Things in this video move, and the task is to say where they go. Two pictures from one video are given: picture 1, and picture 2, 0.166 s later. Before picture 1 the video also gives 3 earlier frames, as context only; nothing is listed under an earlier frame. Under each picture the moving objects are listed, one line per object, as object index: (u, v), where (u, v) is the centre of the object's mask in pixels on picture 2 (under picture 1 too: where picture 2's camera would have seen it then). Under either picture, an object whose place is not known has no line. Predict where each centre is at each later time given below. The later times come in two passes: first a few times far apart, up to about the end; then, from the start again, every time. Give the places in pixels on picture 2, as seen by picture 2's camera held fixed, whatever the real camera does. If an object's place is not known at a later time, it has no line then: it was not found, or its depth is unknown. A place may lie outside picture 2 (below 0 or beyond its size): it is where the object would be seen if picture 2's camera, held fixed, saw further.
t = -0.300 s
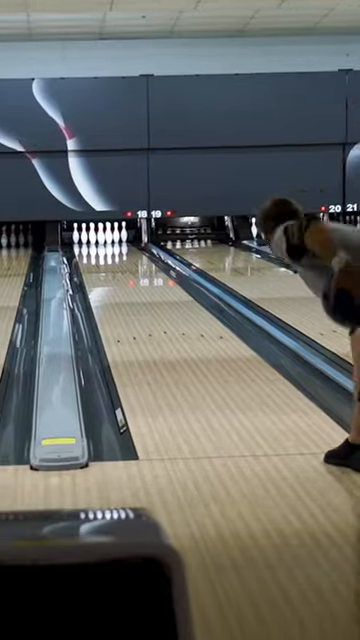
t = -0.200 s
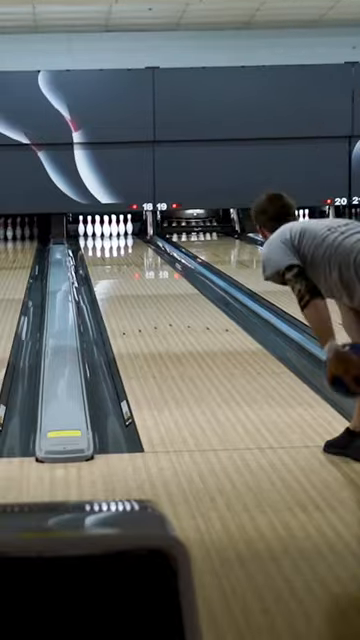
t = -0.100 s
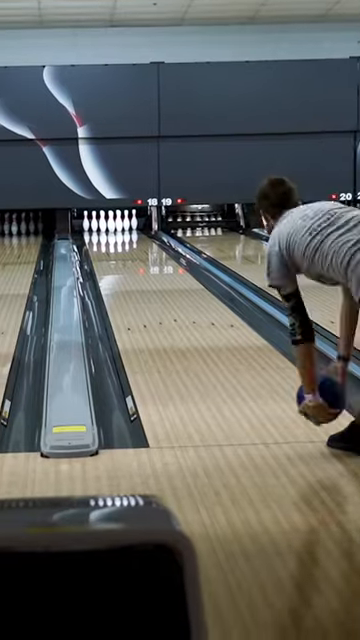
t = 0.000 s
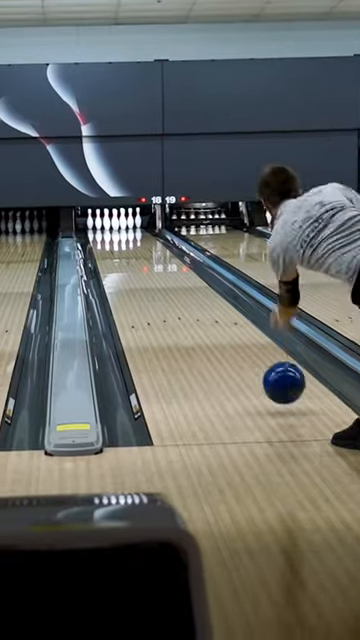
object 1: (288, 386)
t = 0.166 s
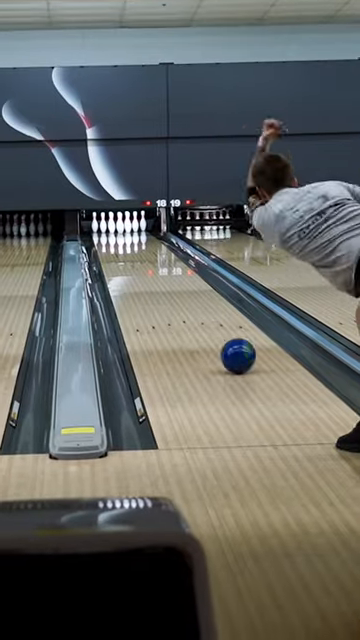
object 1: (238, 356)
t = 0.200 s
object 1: (230, 349)
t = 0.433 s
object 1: (187, 314)
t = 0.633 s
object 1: (162, 293)
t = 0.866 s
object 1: (141, 275)
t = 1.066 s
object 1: (128, 264)
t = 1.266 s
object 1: (118, 254)
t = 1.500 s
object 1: (110, 245)
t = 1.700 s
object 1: (106, 239)
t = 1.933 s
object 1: (108, 233)
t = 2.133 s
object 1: (113, 229)
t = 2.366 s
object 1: (109, 227)
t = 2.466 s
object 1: (106, 227)
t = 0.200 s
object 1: (230, 349)
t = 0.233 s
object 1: (222, 343)
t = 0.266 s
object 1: (216, 338)
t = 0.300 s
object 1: (209, 332)
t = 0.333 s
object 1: (203, 328)
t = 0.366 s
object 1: (197, 323)
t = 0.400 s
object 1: (192, 318)
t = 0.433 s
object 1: (187, 314)
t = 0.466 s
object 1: (182, 310)
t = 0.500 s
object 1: (178, 306)
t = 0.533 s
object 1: (173, 303)
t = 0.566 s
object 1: (169, 300)
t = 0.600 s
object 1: (166, 296)
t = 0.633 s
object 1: (162, 293)
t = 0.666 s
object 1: (158, 290)
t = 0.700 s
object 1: (155, 288)
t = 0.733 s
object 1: (152, 285)
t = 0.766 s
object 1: (149, 283)
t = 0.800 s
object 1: (146, 280)
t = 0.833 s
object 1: (144, 278)
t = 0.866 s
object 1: (141, 275)
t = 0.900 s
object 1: (138, 273)
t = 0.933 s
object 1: (136, 271)
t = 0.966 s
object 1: (134, 269)
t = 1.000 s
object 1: (132, 267)
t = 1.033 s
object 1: (130, 265)
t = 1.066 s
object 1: (128, 264)
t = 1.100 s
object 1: (126, 262)
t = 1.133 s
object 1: (124, 260)
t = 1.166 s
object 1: (122, 259)
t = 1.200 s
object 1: (121, 257)
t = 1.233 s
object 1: (119, 256)
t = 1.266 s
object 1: (118, 254)
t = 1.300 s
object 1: (116, 253)
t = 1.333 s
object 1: (115, 252)
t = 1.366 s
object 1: (114, 250)
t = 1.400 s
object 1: (112, 249)
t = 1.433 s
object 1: (111, 248)
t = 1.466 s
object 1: (110, 247)
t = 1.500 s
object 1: (110, 245)
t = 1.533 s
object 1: (109, 244)
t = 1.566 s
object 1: (108, 243)
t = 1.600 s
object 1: (107, 242)
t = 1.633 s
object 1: (107, 241)
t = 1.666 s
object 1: (106, 240)
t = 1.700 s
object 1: (106, 239)
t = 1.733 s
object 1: (107, 238)
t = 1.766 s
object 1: (106, 237)
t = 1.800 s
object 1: (107, 236)
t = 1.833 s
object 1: (107, 236)
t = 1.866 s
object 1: (107, 235)
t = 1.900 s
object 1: (108, 234)
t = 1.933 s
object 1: (108, 233)
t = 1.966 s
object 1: (109, 233)
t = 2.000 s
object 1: (110, 232)
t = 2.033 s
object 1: (111, 231)
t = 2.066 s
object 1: (112, 231)
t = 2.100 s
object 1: (112, 230)
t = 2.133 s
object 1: (113, 229)
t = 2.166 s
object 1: (113, 229)
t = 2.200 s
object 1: (112, 228)
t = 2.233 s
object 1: (112, 228)
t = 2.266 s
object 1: (111, 227)
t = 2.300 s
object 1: (110, 227)
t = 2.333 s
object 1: (109, 227)
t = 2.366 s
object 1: (109, 227)
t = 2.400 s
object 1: (108, 226)
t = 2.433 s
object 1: (107, 227)
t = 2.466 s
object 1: (106, 227)
